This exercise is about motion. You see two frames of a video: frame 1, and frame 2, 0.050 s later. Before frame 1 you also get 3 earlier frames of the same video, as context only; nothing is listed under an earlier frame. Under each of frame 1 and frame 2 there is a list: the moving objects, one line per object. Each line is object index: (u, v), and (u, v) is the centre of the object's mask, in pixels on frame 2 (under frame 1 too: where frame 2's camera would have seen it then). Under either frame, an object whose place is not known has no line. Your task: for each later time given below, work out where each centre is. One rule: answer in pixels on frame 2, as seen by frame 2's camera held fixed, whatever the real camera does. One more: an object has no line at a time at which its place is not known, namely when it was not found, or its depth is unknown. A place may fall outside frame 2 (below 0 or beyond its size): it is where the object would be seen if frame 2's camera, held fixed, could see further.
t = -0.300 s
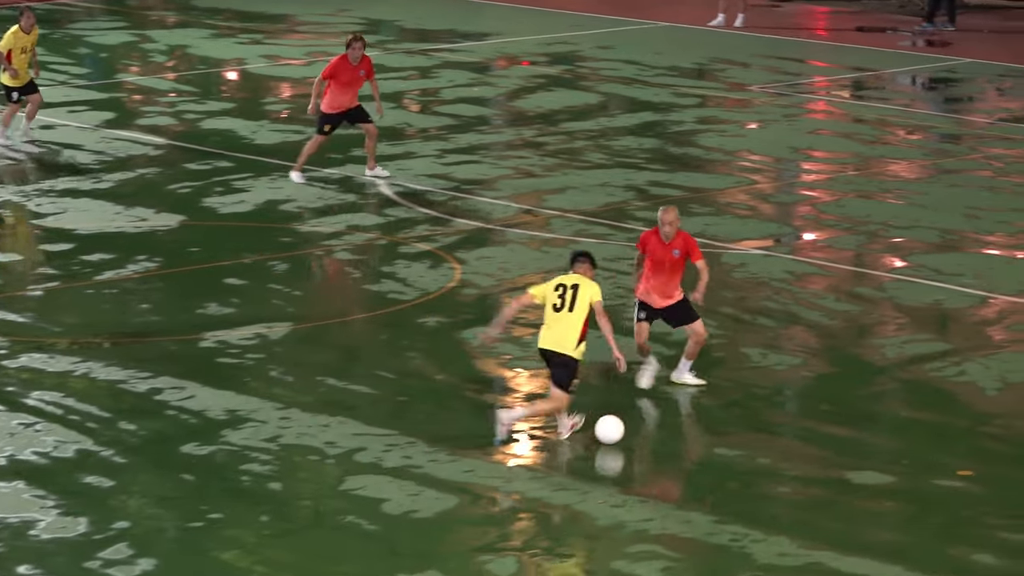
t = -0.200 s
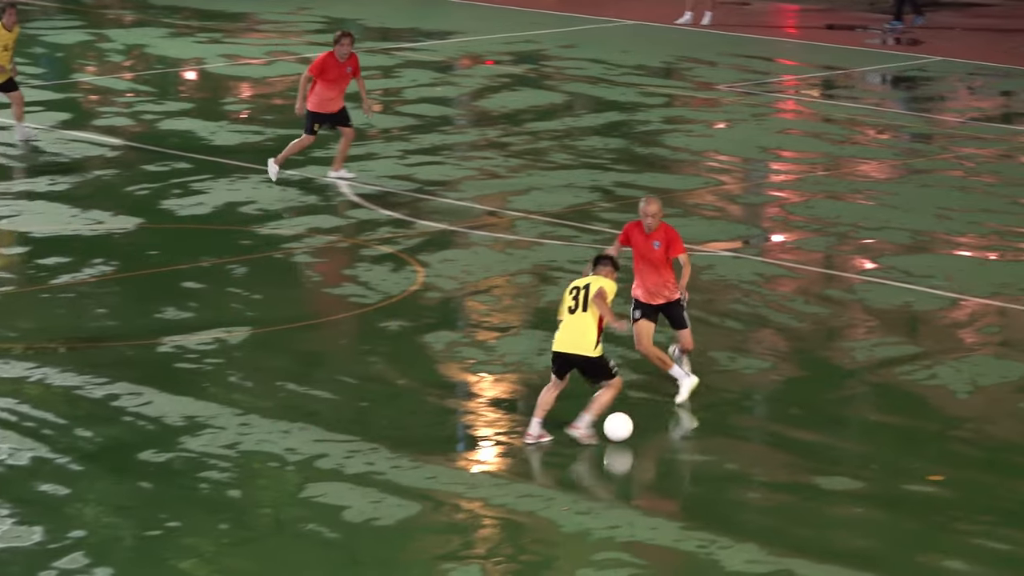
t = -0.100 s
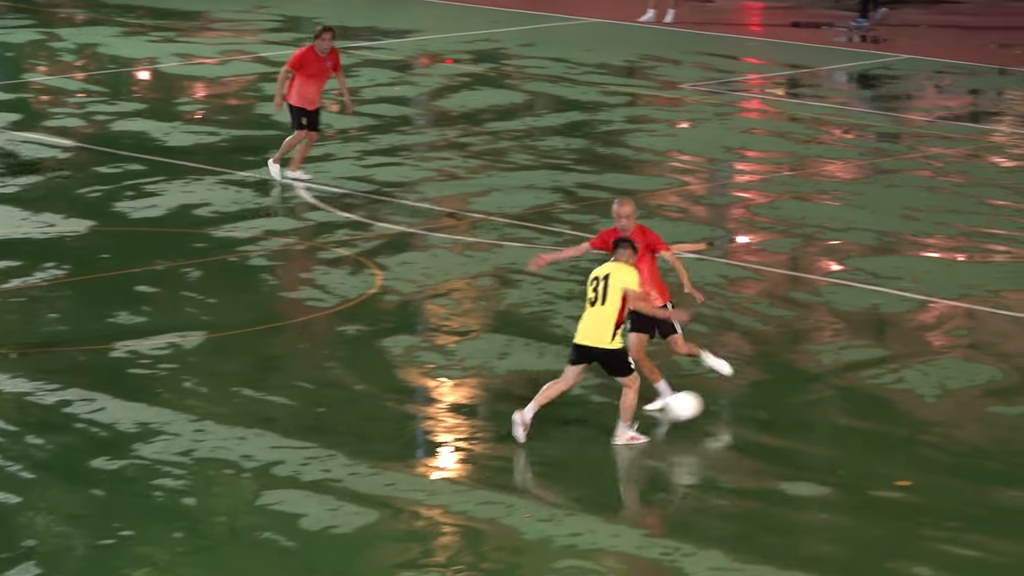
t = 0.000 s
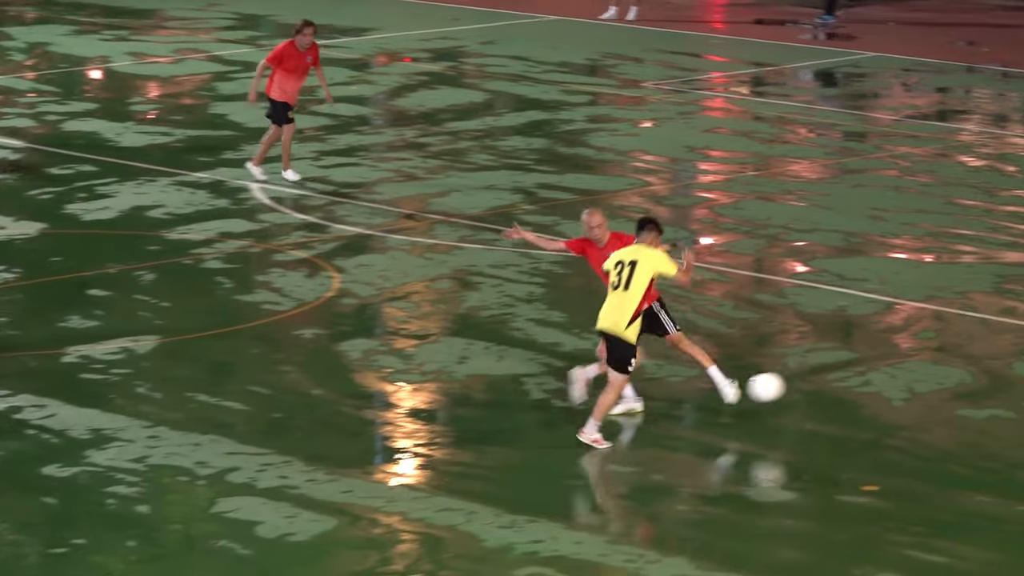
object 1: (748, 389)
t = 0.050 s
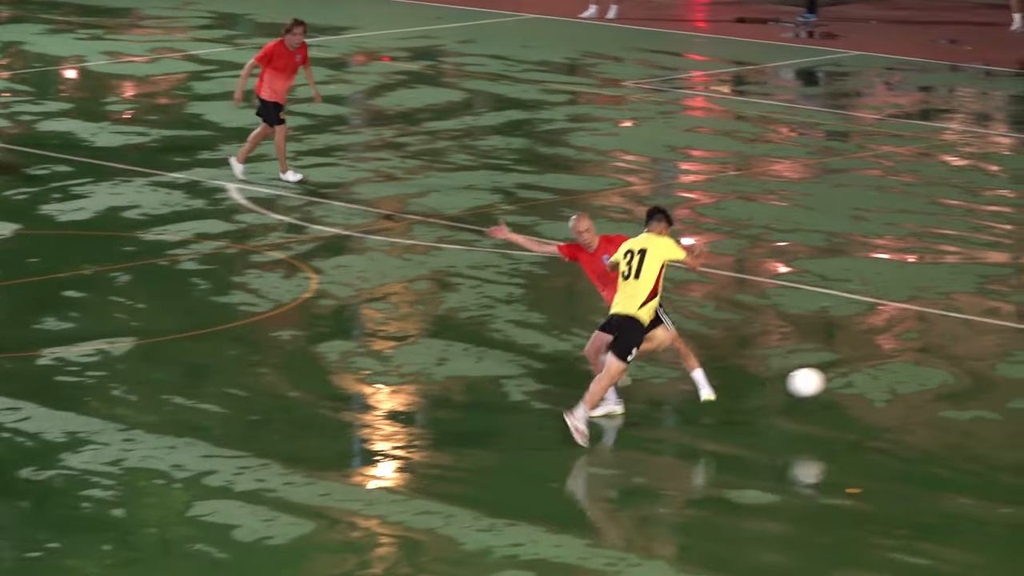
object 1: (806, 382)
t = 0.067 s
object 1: (825, 381)
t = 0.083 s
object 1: (844, 380)
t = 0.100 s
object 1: (863, 379)
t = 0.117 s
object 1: (882, 379)
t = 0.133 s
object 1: (901, 379)
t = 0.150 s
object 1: (920, 380)
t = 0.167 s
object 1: (939, 381)
